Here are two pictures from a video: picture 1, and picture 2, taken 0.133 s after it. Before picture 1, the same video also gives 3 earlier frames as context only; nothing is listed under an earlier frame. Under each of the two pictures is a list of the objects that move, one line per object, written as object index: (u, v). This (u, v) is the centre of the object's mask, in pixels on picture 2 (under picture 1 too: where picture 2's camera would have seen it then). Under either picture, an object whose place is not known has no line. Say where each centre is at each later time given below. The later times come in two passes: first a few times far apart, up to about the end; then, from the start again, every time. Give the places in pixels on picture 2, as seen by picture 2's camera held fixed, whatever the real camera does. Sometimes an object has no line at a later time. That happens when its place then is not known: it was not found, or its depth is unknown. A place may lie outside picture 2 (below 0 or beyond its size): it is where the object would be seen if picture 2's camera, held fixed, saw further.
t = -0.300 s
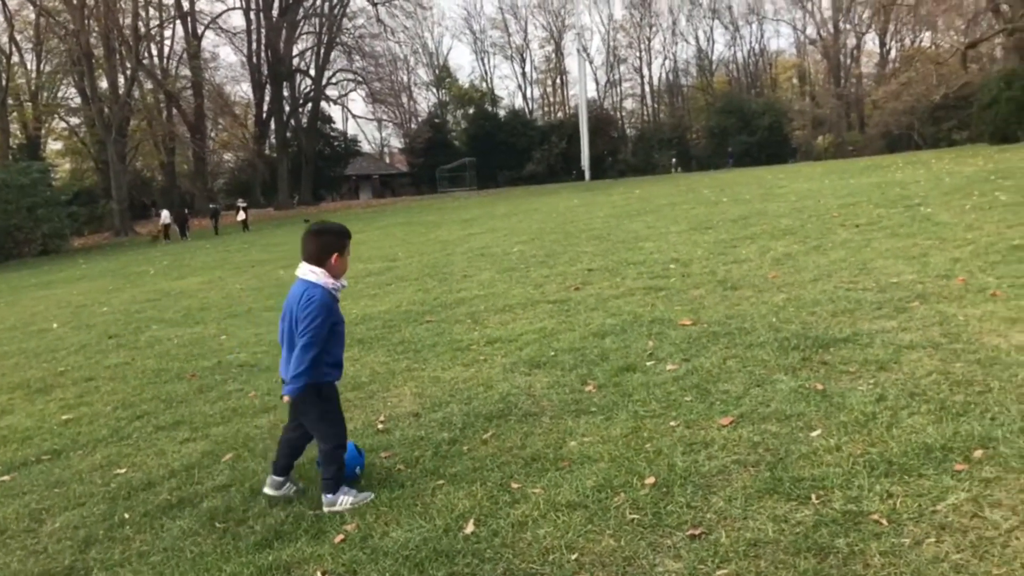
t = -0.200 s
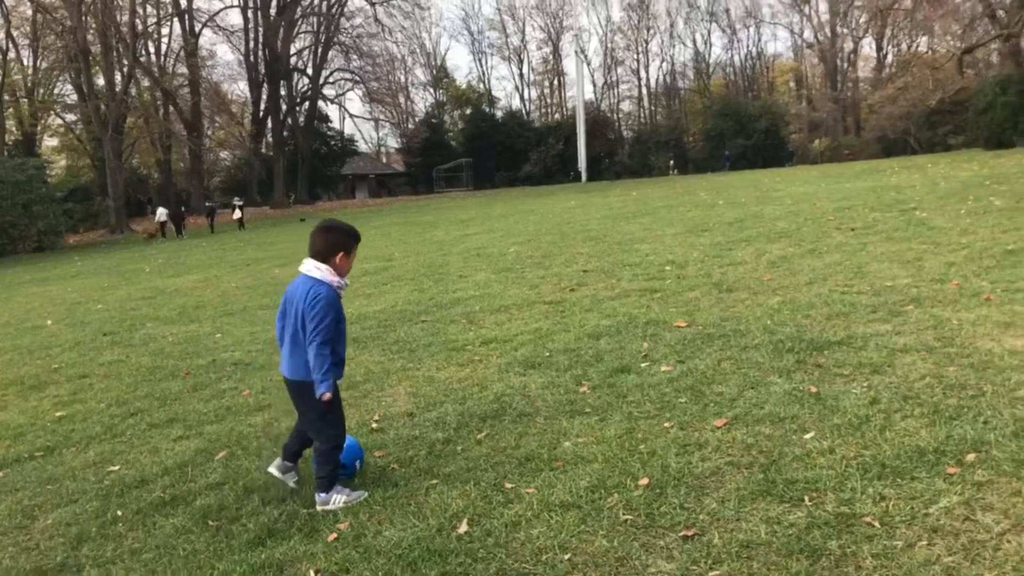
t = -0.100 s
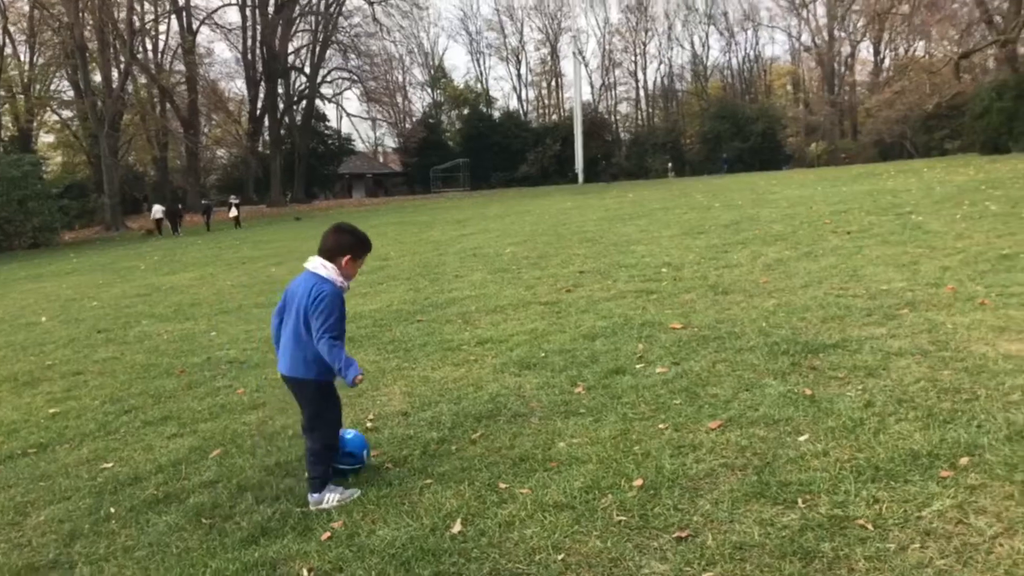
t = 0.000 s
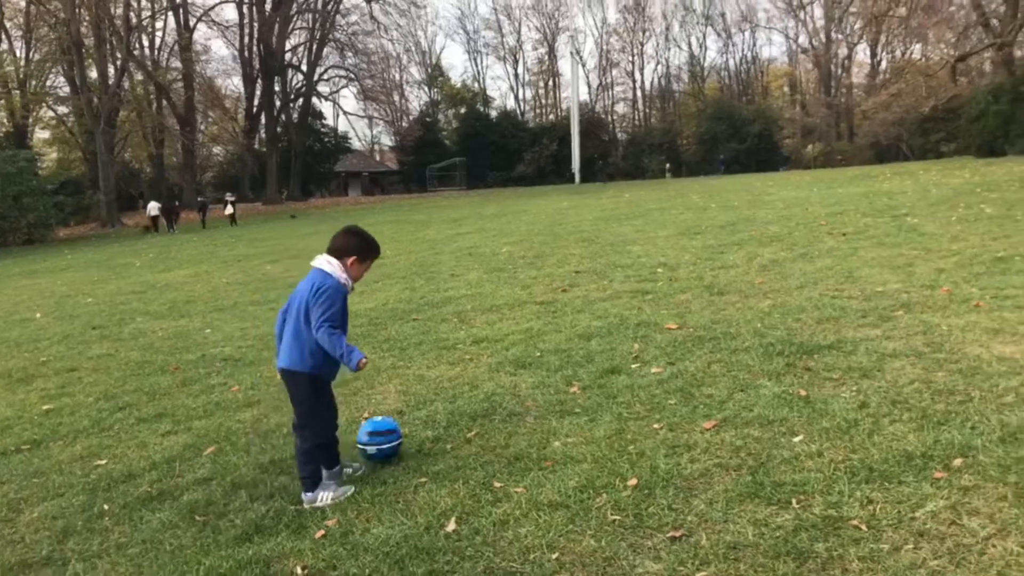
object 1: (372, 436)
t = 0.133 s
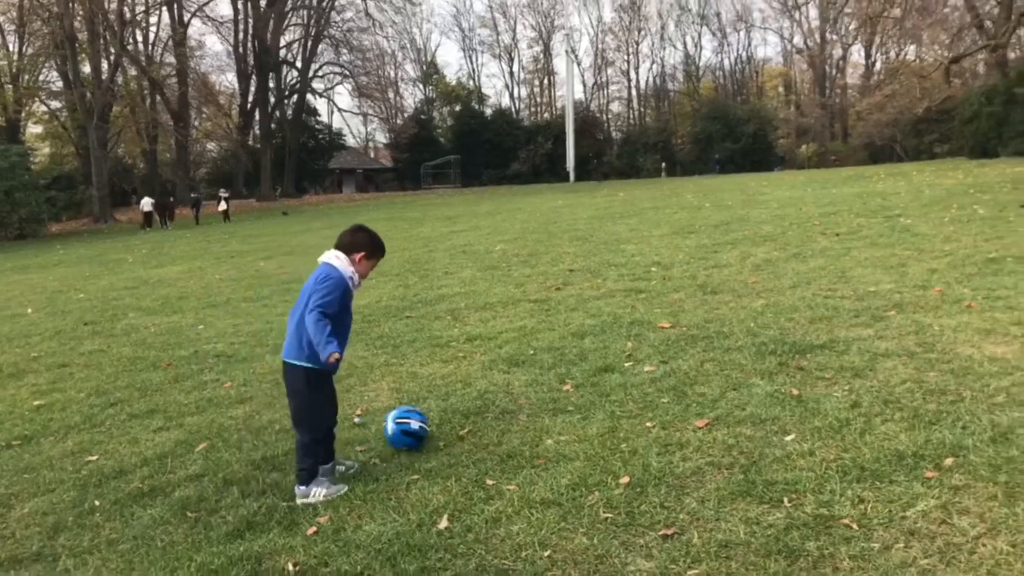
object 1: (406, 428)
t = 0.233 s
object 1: (422, 425)
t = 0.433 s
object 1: (450, 417)
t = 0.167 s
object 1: (411, 428)
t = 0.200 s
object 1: (417, 426)
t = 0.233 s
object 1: (422, 425)
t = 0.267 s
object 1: (428, 424)
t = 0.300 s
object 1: (433, 423)
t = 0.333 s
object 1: (438, 422)
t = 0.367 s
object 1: (442, 420)
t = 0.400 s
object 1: (446, 417)
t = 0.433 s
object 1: (450, 417)
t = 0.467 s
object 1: (453, 415)
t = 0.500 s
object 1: (456, 414)
